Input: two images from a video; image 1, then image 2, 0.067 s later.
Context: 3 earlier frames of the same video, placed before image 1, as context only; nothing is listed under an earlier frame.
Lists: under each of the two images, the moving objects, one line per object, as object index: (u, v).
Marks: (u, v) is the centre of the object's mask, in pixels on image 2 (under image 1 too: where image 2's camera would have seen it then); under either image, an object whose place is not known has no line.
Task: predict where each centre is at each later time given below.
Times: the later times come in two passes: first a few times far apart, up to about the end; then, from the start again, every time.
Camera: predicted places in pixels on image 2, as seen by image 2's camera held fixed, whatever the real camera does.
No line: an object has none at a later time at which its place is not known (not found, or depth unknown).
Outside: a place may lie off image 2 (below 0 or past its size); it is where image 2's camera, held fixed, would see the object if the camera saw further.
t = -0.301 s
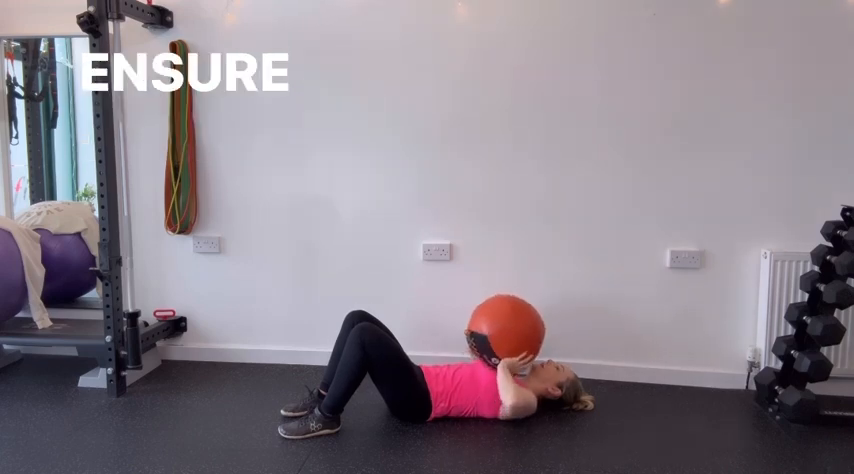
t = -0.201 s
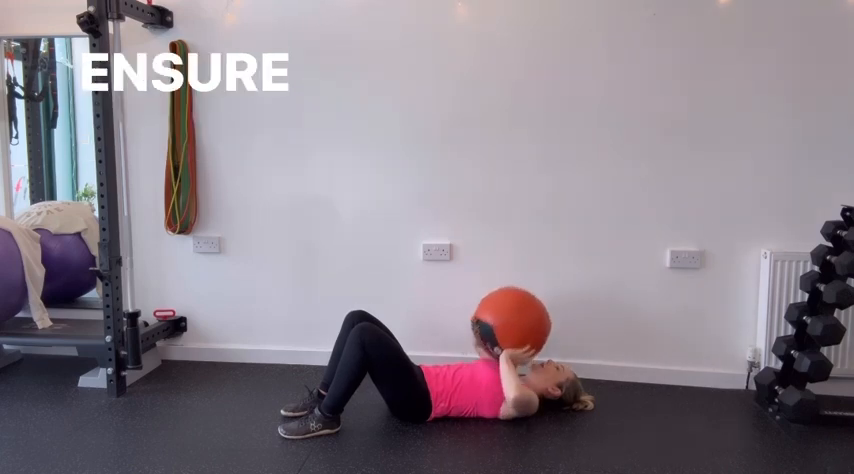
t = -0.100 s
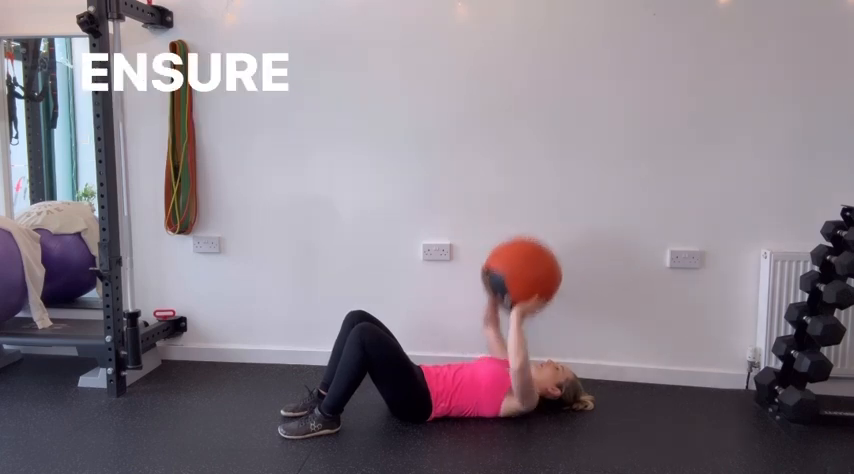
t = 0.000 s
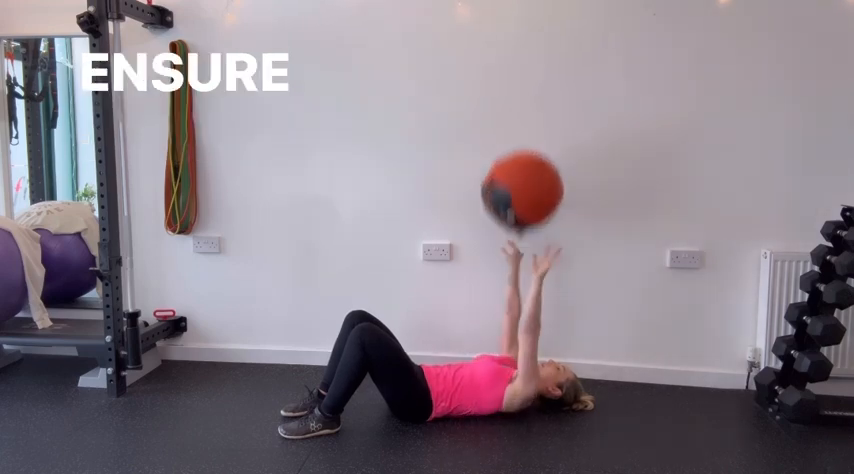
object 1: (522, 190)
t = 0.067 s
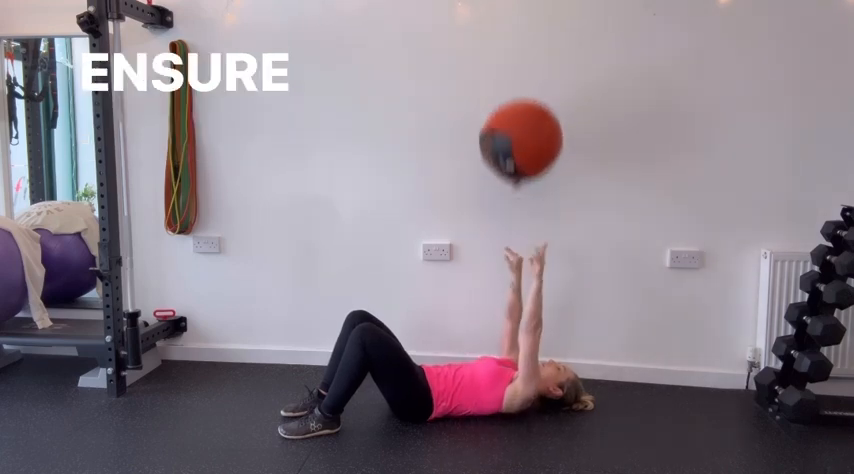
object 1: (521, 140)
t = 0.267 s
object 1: (515, 46)
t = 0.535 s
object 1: (503, 68)
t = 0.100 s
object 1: (520, 118)
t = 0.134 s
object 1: (519, 99)
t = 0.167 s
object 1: (518, 82)
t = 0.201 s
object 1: (517, 67)
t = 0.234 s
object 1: (516, 55)
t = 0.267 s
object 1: (515, 46)
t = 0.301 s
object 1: (514, 40)
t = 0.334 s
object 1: (512, 38)
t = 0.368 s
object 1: (511, 37)
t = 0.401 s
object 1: (509, 38)
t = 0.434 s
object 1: (508, 41)
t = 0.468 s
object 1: (506, 47)
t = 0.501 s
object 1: (505, 56)
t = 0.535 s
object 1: (503, 68)
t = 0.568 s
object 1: (501, 83)
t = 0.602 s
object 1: (499, 100)
